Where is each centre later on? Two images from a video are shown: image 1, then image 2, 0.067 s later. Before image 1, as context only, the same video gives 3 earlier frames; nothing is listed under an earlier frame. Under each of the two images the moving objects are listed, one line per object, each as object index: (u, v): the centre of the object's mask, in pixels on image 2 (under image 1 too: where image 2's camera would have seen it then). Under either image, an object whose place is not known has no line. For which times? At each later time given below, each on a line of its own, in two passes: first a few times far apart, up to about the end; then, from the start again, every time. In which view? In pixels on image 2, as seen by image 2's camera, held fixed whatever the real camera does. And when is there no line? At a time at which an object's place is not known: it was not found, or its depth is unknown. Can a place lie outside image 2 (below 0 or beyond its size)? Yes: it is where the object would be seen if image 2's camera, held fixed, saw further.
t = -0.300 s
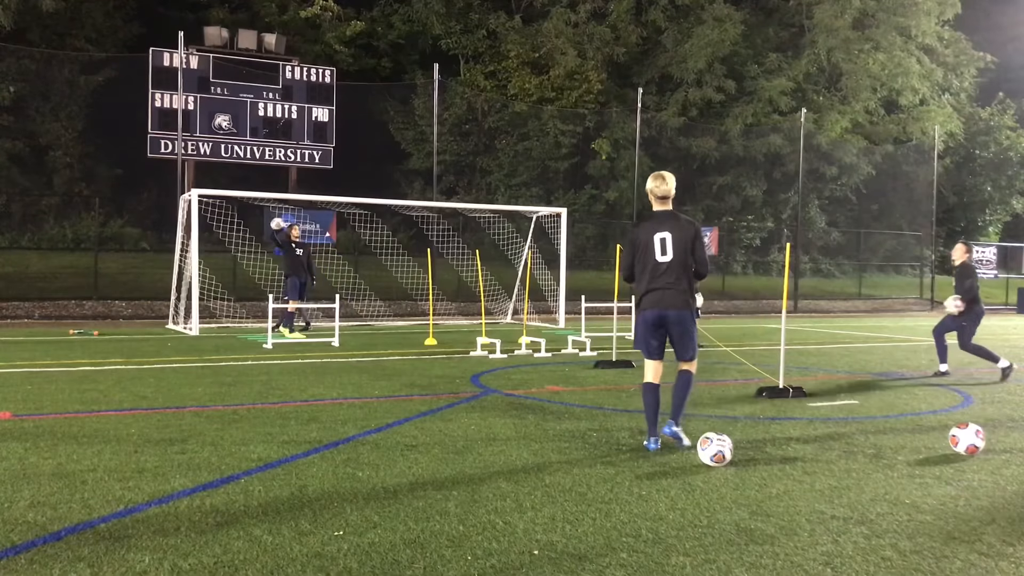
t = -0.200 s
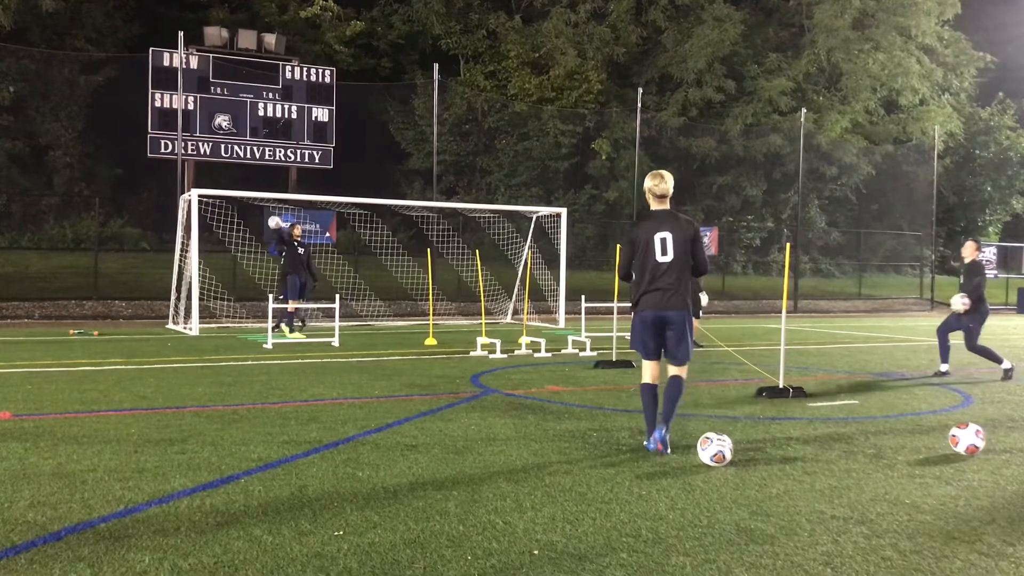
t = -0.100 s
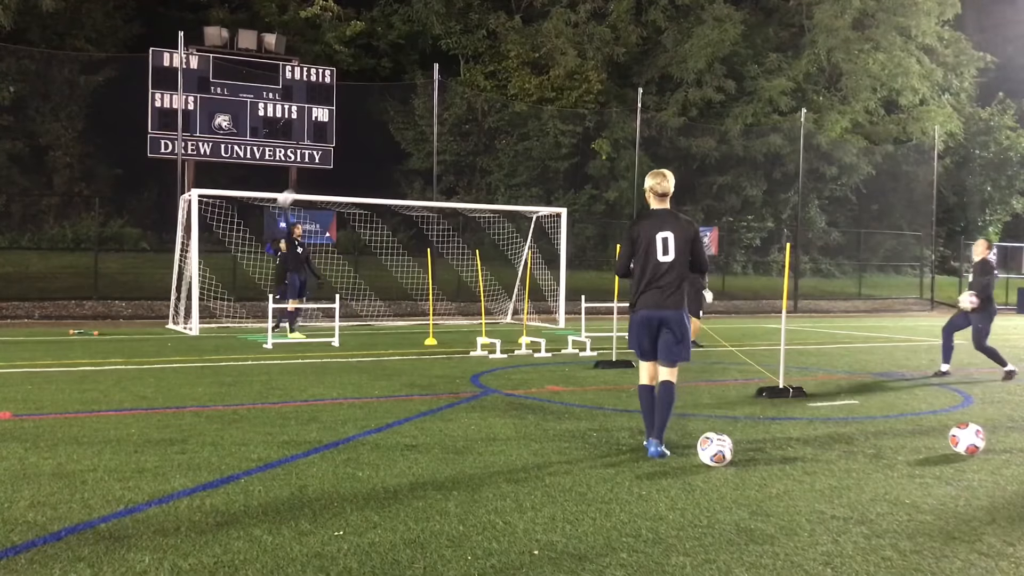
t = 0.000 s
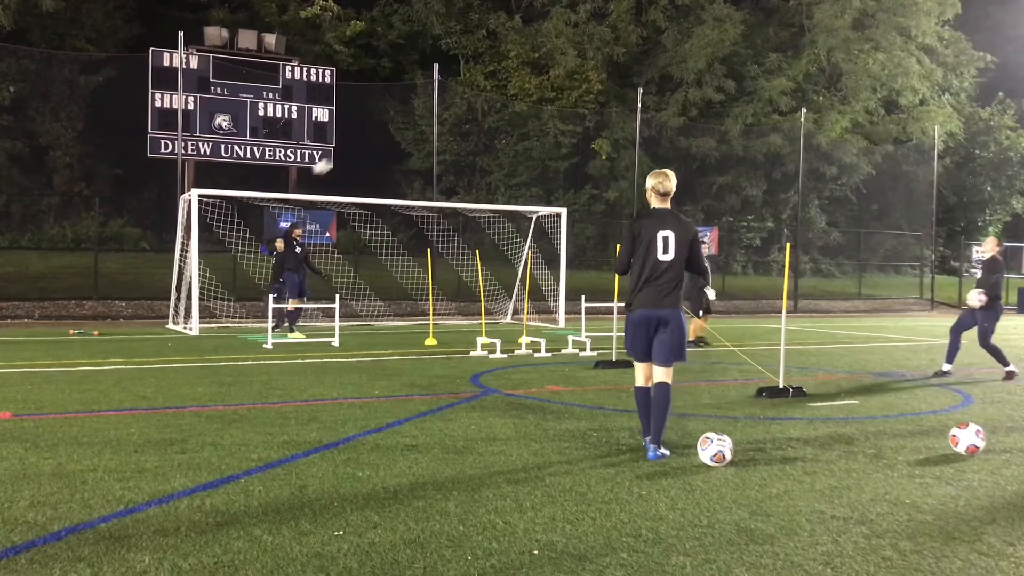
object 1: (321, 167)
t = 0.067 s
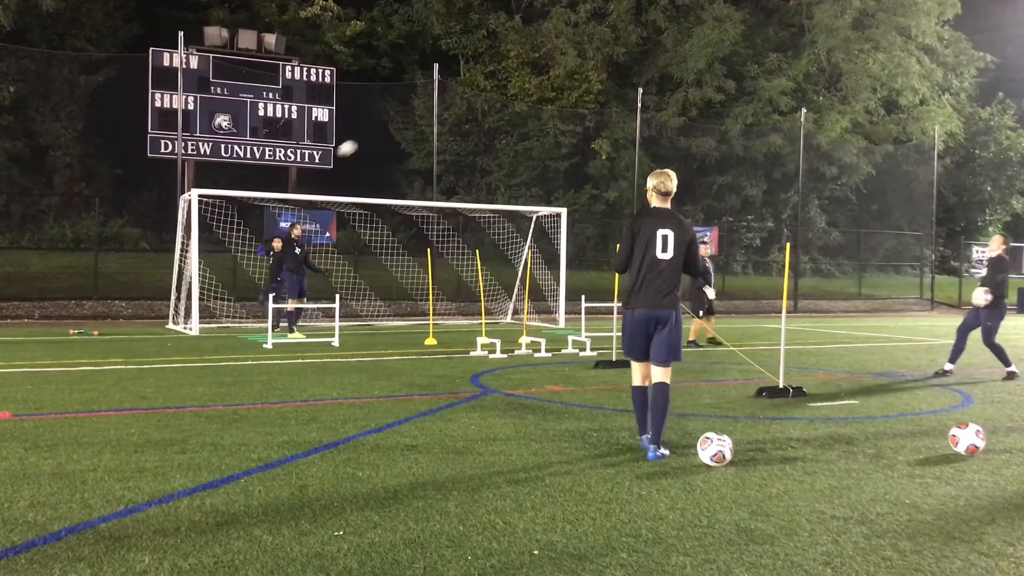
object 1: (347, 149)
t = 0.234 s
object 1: (413, 112)
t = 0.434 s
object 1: (497, 88)
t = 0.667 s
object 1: (604, 91)
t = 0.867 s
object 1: (706, 125)
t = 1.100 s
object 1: (835, 207)
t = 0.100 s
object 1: (360, 140)
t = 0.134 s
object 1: (373, 132)
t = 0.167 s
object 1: (386, 125)
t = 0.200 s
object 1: (399, 119)
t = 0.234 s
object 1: (413, 112)
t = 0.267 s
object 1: (425, 107)
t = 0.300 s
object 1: (440, 101)
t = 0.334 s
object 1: (454, 97)
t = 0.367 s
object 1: (468, 94)
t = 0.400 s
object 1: (483, 90)
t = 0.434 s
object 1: (497, 88)
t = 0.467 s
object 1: (511, 86)
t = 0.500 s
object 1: (526, 85)
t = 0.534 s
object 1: (541, 85)
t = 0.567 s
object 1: (557, 85)
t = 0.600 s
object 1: (572, 86)
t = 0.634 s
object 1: (588, 89)
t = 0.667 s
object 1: (604, 91)
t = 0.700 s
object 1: (621, 95)
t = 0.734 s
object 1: (637, 99)
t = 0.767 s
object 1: (654, 104)
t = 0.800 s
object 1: (671, 110)
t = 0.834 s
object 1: (688, 117)
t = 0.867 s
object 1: (706, 125)
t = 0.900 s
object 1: (723, 134)
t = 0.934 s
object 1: (741, 144)
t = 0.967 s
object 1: (760, 154)
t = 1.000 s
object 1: (779, 166)
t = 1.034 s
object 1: (797, 179)
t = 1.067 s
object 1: (816, 193)
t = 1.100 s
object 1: (835, 207)
